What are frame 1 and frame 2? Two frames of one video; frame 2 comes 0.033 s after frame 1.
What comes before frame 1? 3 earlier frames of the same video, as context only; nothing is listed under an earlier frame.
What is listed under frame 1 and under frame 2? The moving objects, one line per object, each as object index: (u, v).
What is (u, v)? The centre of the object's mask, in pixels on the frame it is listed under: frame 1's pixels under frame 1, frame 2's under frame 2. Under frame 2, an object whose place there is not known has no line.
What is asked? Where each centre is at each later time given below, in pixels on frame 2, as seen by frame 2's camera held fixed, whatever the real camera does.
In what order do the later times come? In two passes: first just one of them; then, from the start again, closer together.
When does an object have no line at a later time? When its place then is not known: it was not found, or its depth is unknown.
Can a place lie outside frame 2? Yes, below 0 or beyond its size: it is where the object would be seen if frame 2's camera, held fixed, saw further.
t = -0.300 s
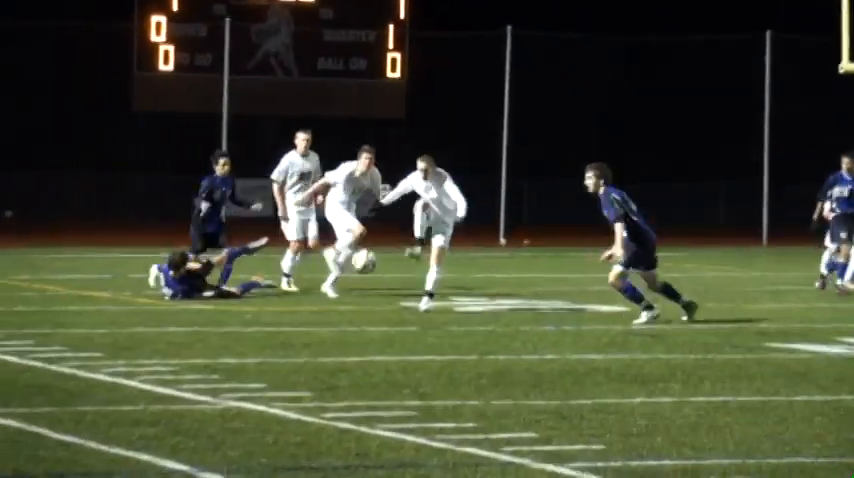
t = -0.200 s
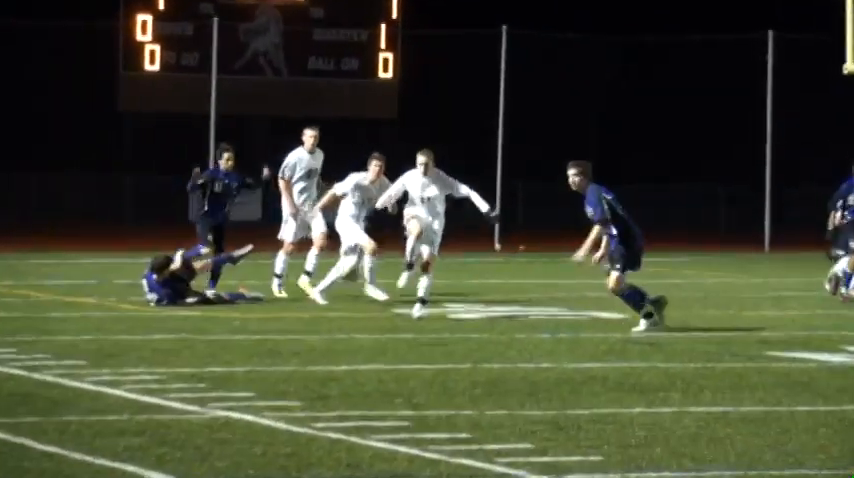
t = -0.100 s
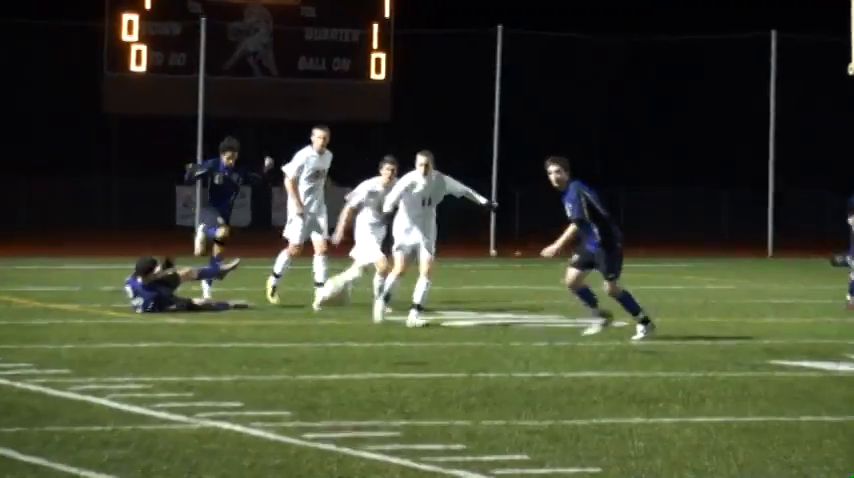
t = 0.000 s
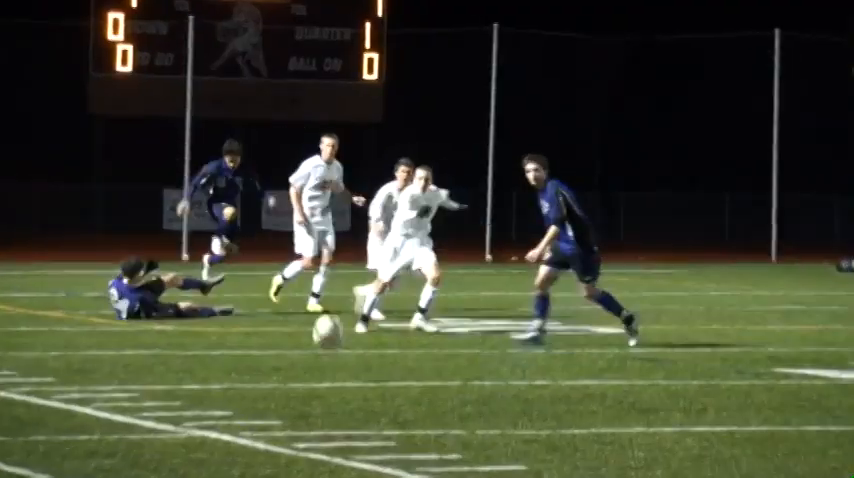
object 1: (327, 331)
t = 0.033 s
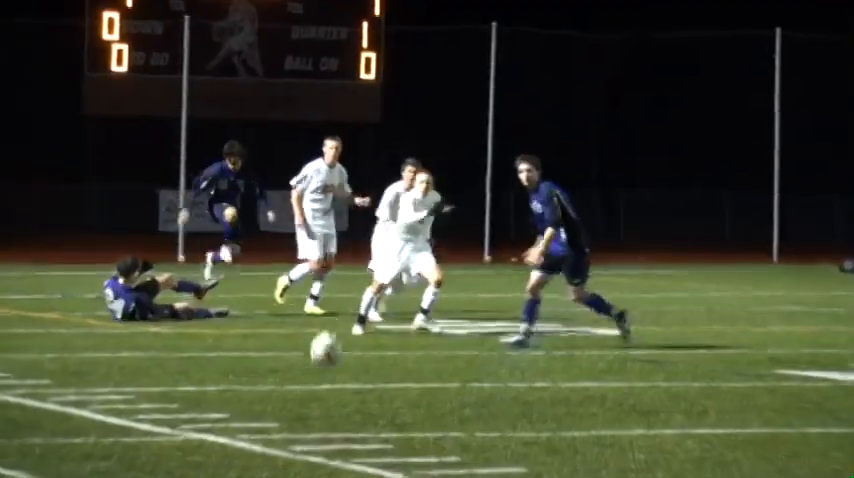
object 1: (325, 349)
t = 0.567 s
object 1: (371, 421)
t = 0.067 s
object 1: (327, 368)
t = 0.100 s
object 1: (327, 378)
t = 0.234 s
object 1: (337, 356)
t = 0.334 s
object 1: (345, 361)
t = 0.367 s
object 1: (348, 366)
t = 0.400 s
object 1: (352, 375)
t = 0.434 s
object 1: (355, 386)
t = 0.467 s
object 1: (358, 399)
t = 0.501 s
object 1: (362, 416)
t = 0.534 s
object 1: (368, 428)
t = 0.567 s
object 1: (371, 421)
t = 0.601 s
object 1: (375, 415)
